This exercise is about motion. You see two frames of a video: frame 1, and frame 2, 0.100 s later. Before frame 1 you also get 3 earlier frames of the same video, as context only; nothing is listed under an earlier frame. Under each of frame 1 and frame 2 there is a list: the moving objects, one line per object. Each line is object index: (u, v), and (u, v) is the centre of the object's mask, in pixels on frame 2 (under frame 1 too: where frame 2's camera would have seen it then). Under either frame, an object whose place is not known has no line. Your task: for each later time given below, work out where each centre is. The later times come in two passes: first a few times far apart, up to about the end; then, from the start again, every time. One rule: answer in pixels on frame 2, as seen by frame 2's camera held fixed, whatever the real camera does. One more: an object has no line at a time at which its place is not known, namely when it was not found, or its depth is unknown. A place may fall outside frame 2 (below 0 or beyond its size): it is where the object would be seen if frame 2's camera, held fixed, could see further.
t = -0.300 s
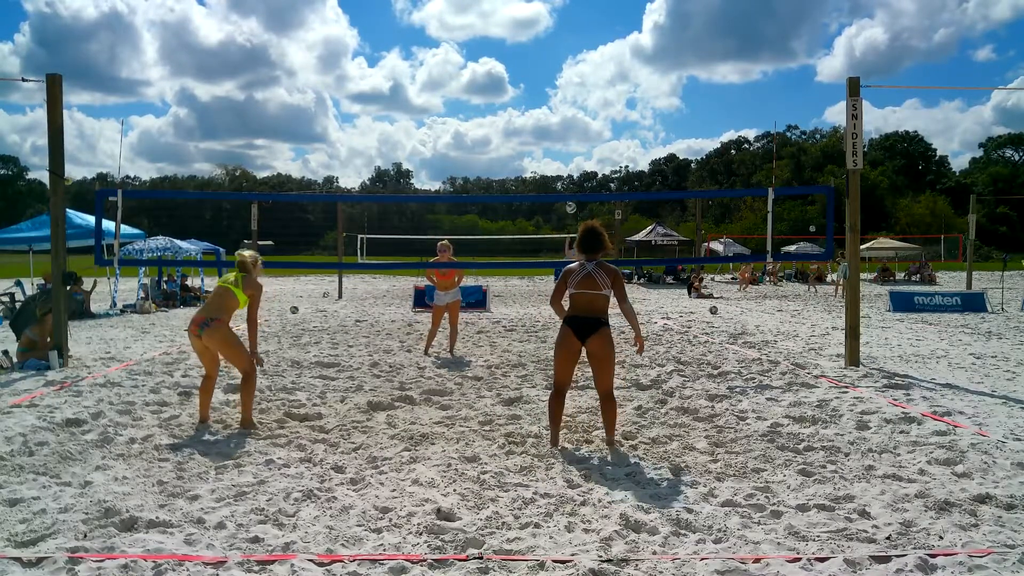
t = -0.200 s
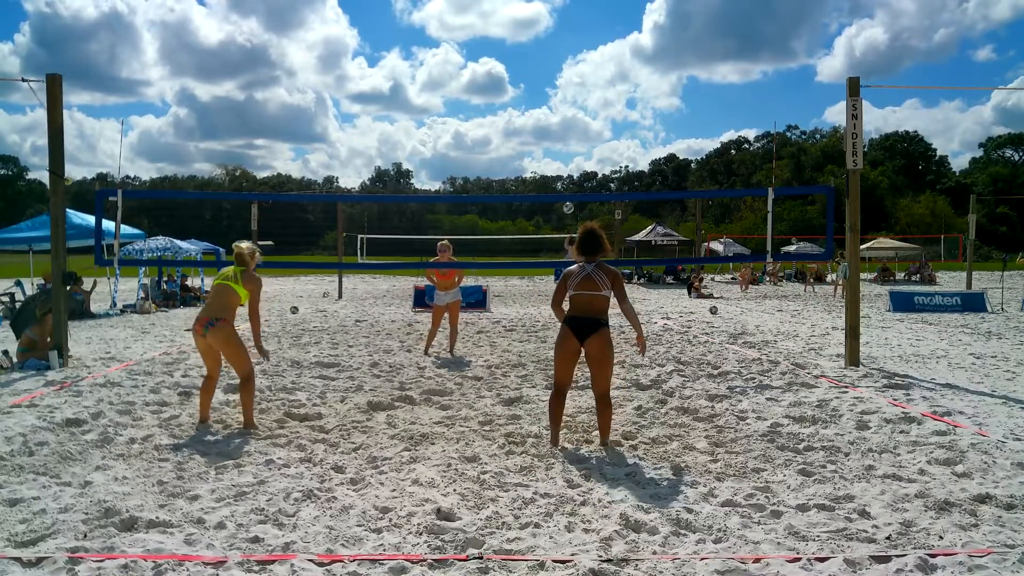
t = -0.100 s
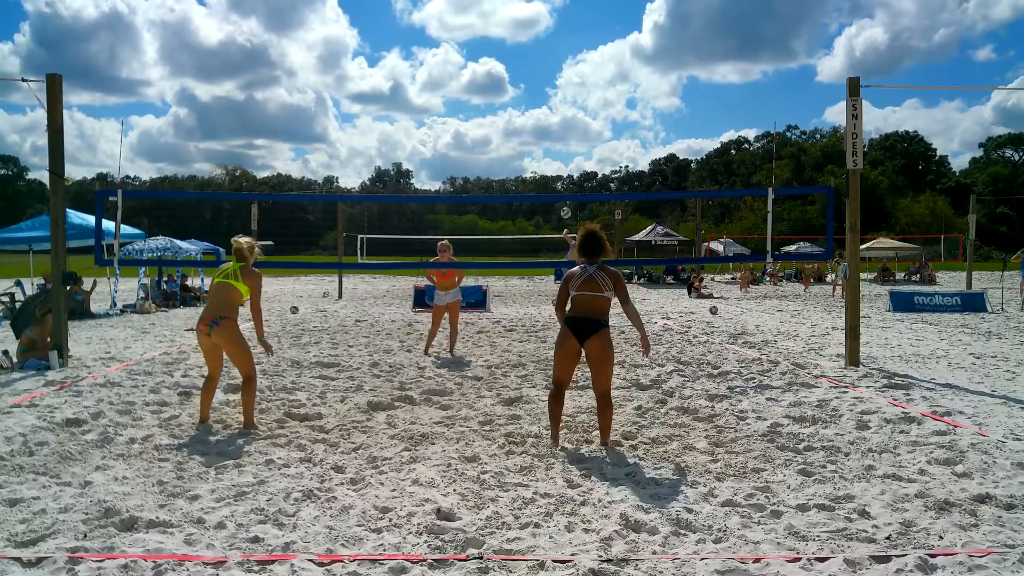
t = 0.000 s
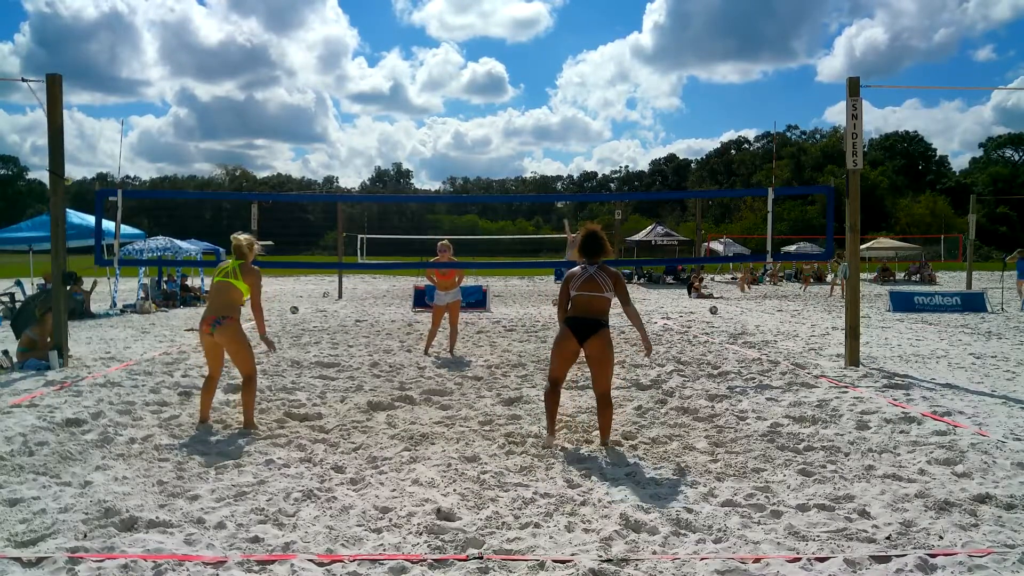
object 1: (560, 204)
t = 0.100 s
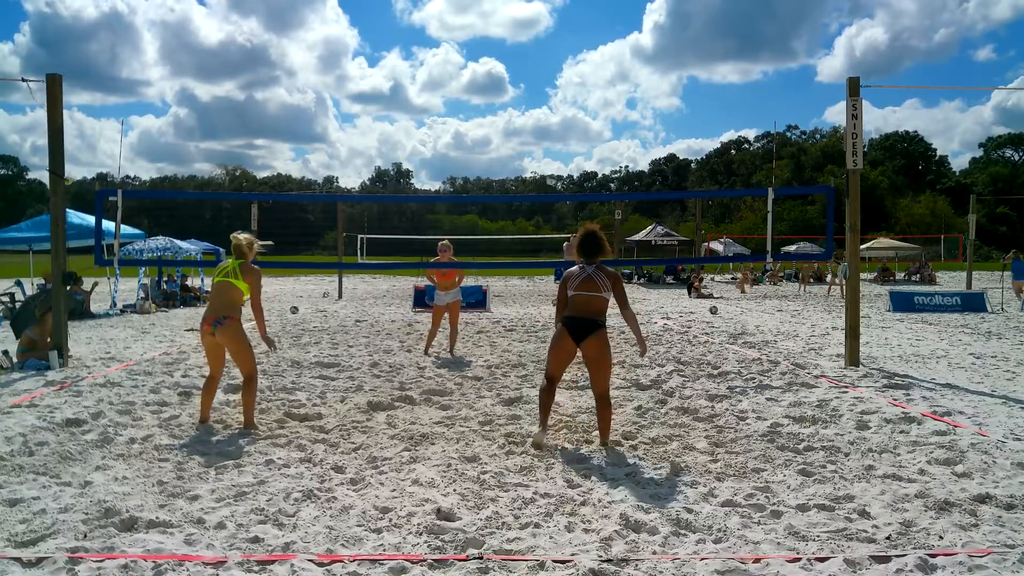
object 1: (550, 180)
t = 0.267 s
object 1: (531, 145)
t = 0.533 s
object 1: (488, 110)
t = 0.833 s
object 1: (409, 127)
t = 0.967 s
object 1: (362, 170)
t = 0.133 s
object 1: (547, 172)
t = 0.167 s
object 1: (543, 165)
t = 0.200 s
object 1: (539, 158)
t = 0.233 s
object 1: (535, 151)
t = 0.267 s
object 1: (531, 145)
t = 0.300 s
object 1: (527, 139)
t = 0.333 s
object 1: (522, 133)
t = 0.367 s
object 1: (517, 127)
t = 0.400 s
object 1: (512, 123)
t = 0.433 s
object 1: (507, 119)
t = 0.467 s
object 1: (501, 115)
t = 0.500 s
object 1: (494, 112)
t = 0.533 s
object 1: (488, 110)
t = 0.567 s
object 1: (481, 109)
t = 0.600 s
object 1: (474, 108)
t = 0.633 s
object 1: (466, 108)
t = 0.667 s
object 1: (458, 108)
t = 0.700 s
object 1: (449, 110)
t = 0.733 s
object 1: (440, 112)
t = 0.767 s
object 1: (431, 116)
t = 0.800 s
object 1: (420, 121)
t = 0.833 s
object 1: (409, 127)
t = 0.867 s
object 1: (398, 135)
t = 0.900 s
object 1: (387, 145)
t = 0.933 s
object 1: (374, 156)
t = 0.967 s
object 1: (362, 170)
